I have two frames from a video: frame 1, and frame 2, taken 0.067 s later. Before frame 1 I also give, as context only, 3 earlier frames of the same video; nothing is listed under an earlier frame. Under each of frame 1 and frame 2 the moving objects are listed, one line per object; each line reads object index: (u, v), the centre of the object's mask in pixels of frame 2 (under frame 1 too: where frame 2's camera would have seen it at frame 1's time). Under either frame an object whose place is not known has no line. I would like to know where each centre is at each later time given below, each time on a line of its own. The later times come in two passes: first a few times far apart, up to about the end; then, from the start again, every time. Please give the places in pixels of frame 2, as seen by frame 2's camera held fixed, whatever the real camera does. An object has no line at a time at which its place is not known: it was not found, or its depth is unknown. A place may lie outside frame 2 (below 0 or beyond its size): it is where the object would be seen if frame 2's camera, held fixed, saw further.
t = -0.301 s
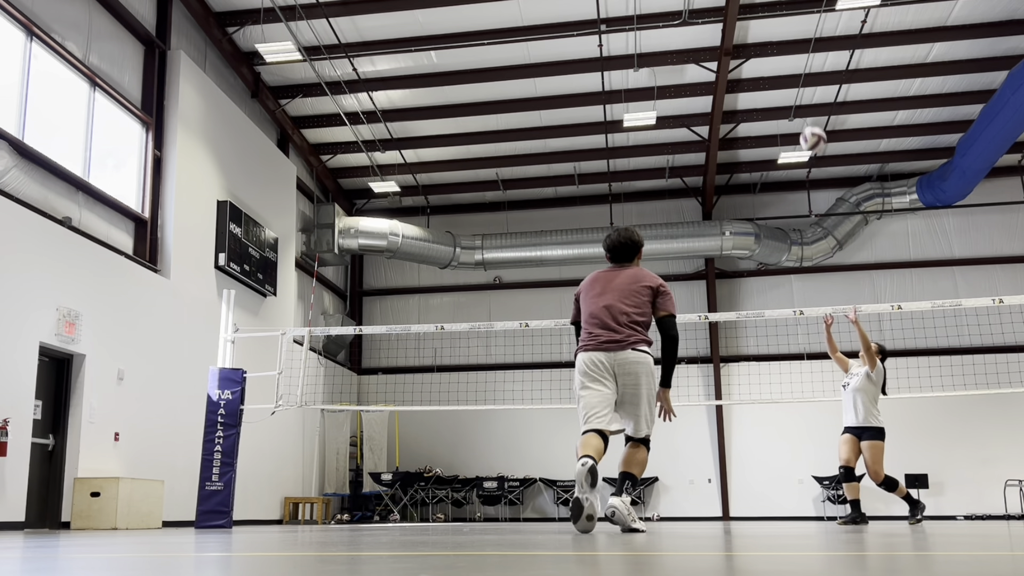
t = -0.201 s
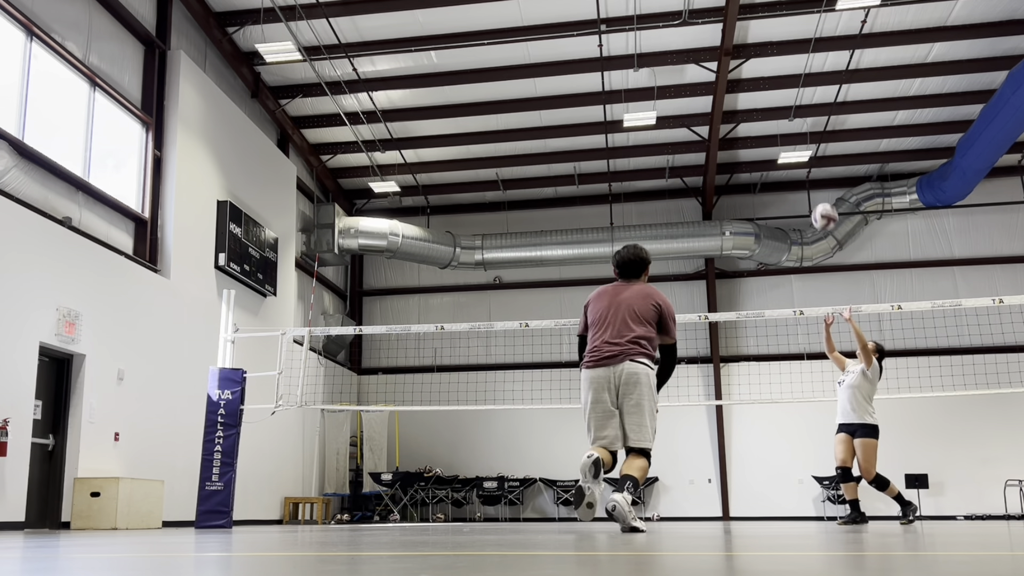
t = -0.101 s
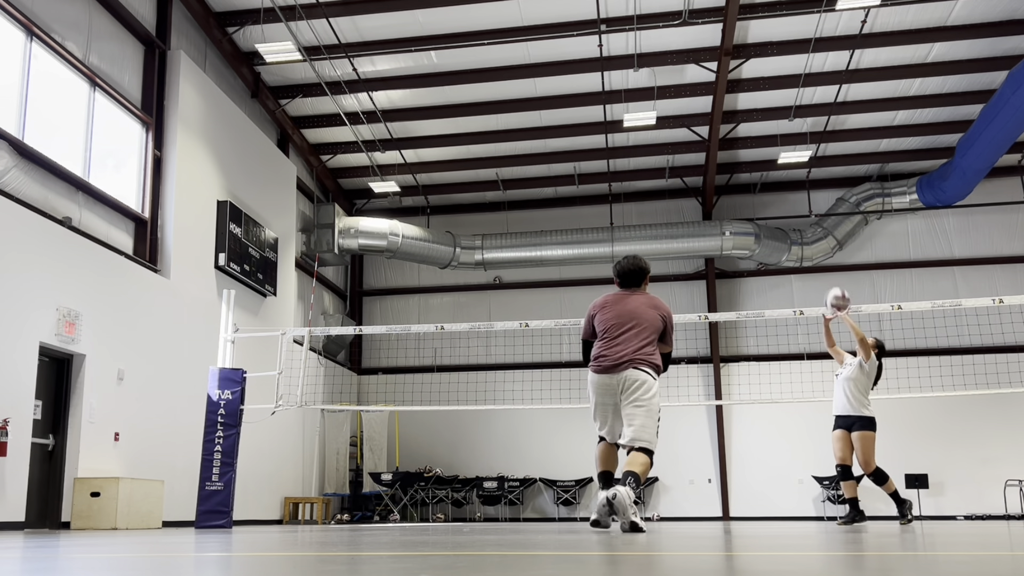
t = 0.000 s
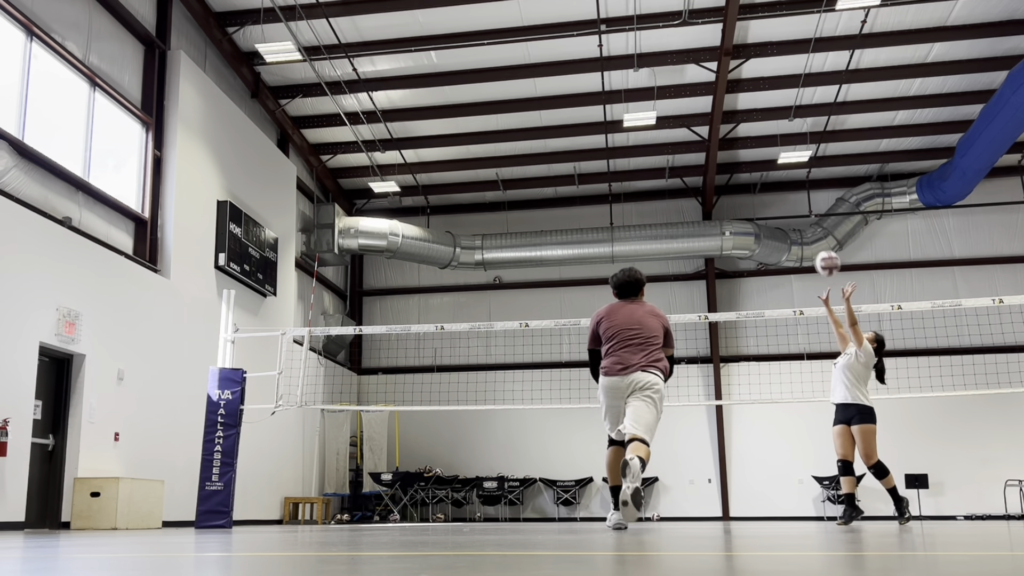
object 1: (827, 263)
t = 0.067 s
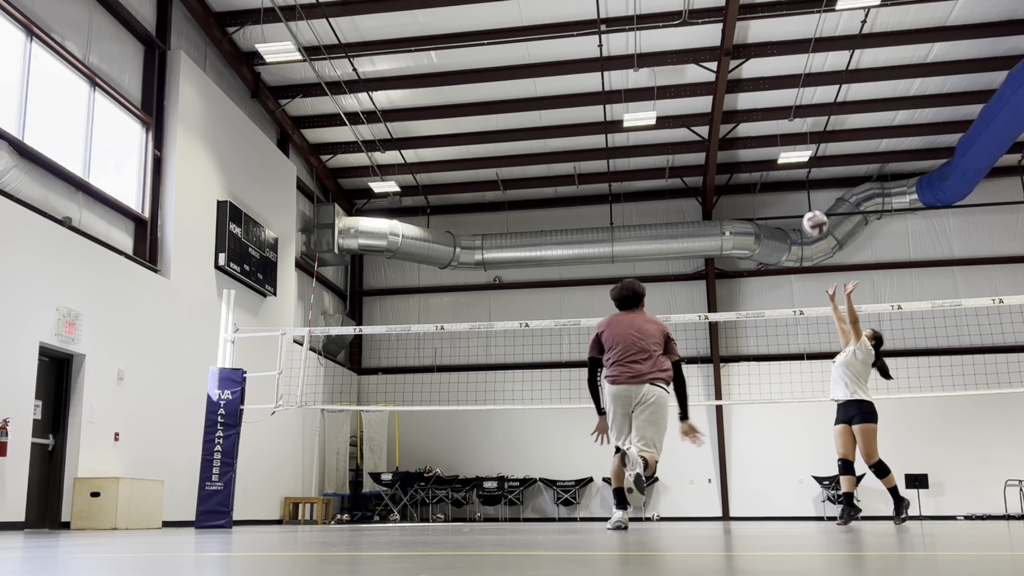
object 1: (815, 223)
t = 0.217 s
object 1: (789, 152)
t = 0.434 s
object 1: (759, 93)
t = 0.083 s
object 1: (812, 214)
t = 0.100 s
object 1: (809, 205)
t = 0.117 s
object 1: (806, 197)
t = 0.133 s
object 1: (803, 189)
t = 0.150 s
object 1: (800, 181)
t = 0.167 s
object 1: (798, 174)
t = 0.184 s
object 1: (795, 167)
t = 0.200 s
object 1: (792, 159)
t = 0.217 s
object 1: (789, 152)
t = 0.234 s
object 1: (787, 145)
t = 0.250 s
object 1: (785, 140)
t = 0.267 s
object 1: (782, 134)
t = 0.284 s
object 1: (780, 129)
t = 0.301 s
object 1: (777, 123)
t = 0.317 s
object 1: (775, 118)
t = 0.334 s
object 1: (772, 114)
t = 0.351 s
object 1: (770, 110)
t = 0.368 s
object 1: (768, 106)
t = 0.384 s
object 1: (765, 102)
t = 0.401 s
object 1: (763, 99)
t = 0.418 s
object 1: (761, 95)
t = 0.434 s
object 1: (759, 93)
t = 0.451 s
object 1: (757, 90)
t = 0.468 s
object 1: (755, 88)
